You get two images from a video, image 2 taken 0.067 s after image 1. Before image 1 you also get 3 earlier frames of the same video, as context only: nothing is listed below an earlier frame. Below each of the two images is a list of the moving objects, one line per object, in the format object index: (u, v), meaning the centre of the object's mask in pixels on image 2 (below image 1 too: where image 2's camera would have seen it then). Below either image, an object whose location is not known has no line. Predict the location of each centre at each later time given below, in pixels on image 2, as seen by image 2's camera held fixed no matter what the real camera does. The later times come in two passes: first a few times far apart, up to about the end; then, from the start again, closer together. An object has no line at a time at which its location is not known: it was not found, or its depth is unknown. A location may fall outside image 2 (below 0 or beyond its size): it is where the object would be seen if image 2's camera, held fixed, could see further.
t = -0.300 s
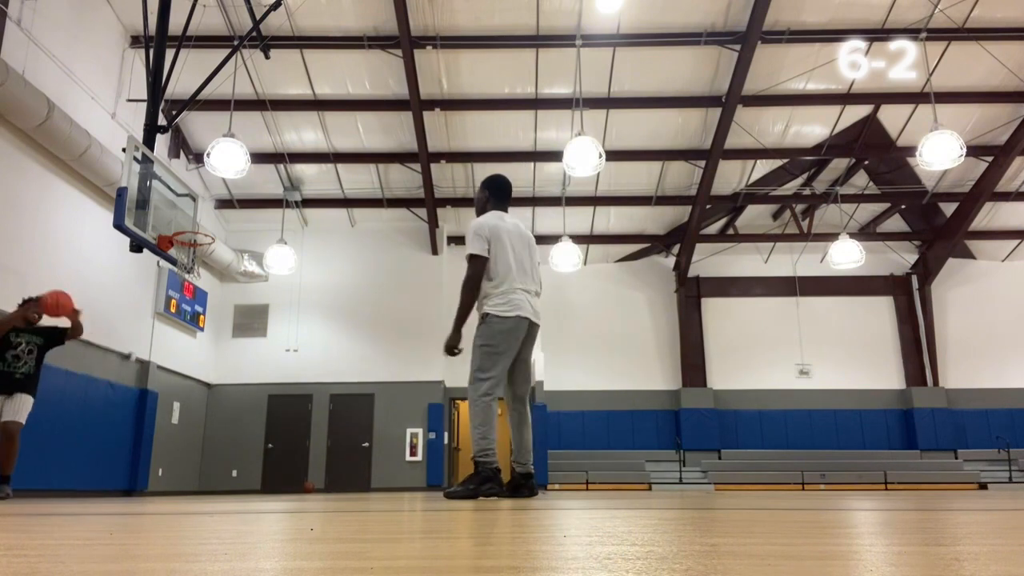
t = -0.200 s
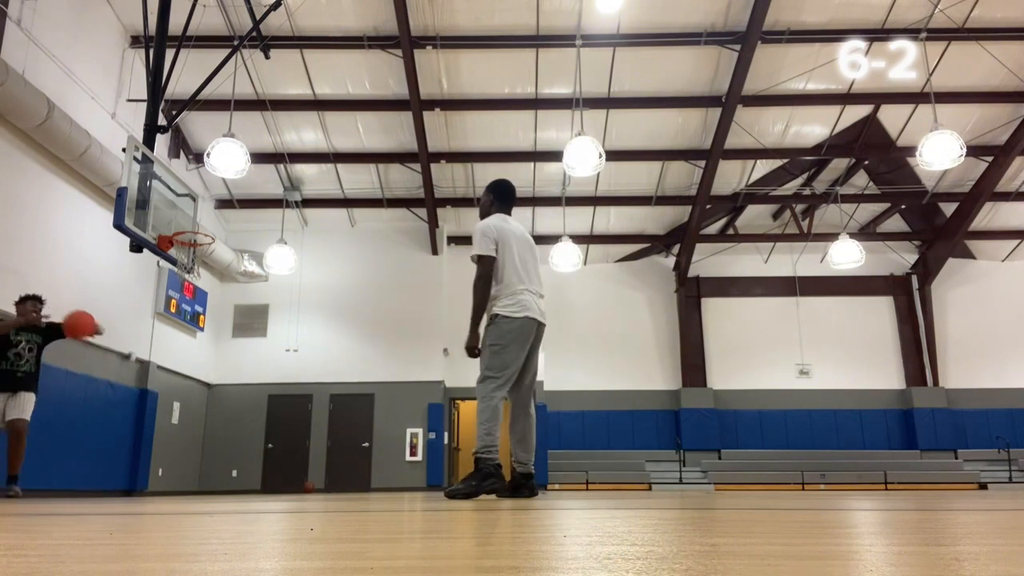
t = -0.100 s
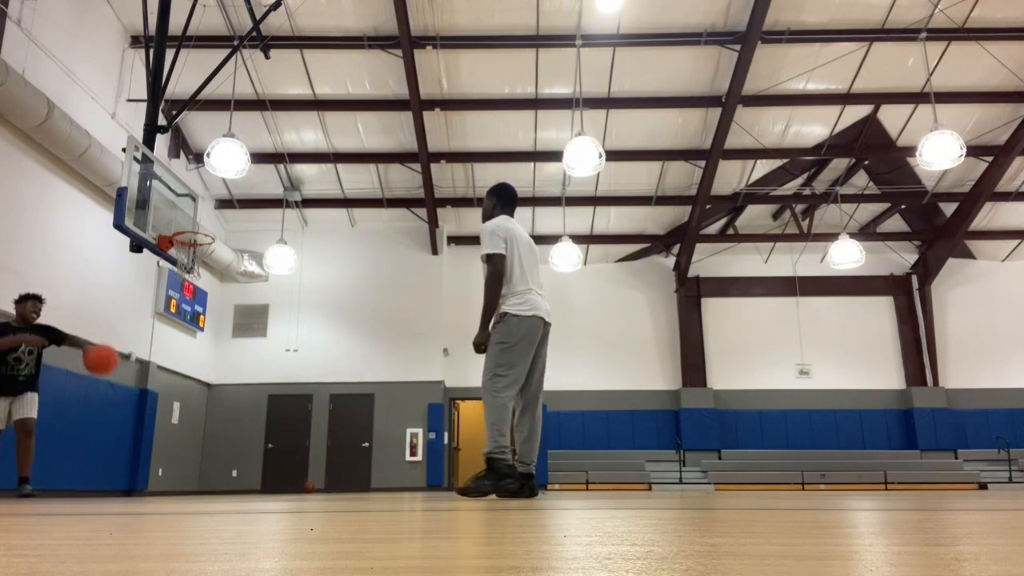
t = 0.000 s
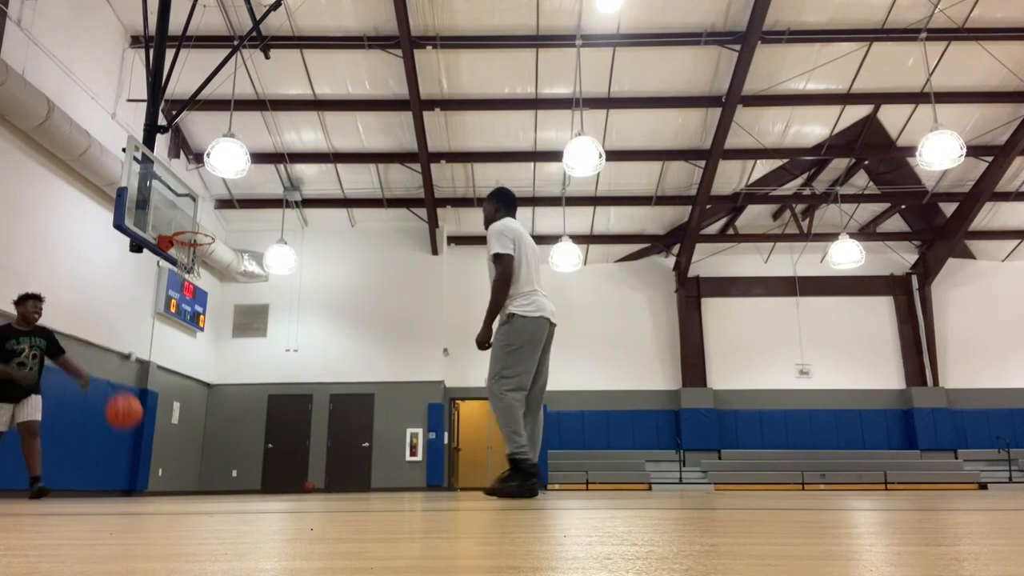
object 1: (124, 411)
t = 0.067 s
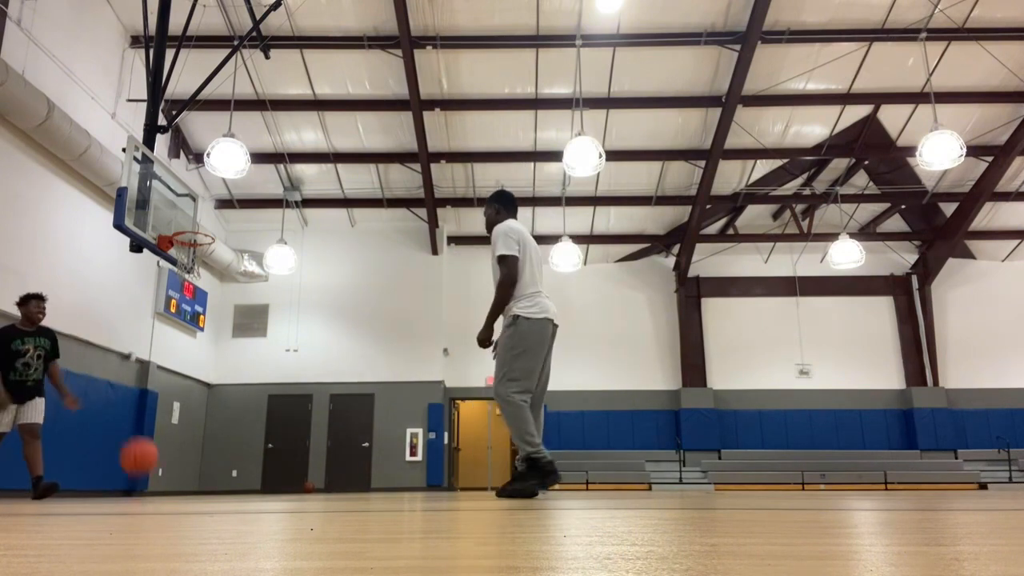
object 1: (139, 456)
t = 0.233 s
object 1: (182, 406)
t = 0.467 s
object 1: (244, 319)
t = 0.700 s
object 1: (309, 312)
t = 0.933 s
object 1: (384, 409)
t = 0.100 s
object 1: (147, 481)
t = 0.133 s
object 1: (155, 465)
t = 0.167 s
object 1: (165, 444)
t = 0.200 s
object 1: (174, 424)
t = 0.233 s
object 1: (182, 406)
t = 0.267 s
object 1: (191, 390)
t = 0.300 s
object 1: (200, 374)
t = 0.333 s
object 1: (209, 359)
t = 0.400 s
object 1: (227, 336)
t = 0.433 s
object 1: (236, 326)
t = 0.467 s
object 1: (244, 319)
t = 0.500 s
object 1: (253, 313)
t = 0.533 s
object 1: (262, 308)
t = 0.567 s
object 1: (272, 305)
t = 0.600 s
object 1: (281, 304)
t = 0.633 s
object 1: (290, 305)
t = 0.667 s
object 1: (299, 307)
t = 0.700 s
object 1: (309, 312)
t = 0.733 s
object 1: (319, 318)
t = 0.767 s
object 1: (329, 326)
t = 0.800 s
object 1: (340, 338)
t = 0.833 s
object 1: (350, 351)
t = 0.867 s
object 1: (361, 369)
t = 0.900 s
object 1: (373, 388)
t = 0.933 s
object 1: (384, 409)
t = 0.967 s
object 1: (395, 434)
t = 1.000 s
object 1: (410, 466)
